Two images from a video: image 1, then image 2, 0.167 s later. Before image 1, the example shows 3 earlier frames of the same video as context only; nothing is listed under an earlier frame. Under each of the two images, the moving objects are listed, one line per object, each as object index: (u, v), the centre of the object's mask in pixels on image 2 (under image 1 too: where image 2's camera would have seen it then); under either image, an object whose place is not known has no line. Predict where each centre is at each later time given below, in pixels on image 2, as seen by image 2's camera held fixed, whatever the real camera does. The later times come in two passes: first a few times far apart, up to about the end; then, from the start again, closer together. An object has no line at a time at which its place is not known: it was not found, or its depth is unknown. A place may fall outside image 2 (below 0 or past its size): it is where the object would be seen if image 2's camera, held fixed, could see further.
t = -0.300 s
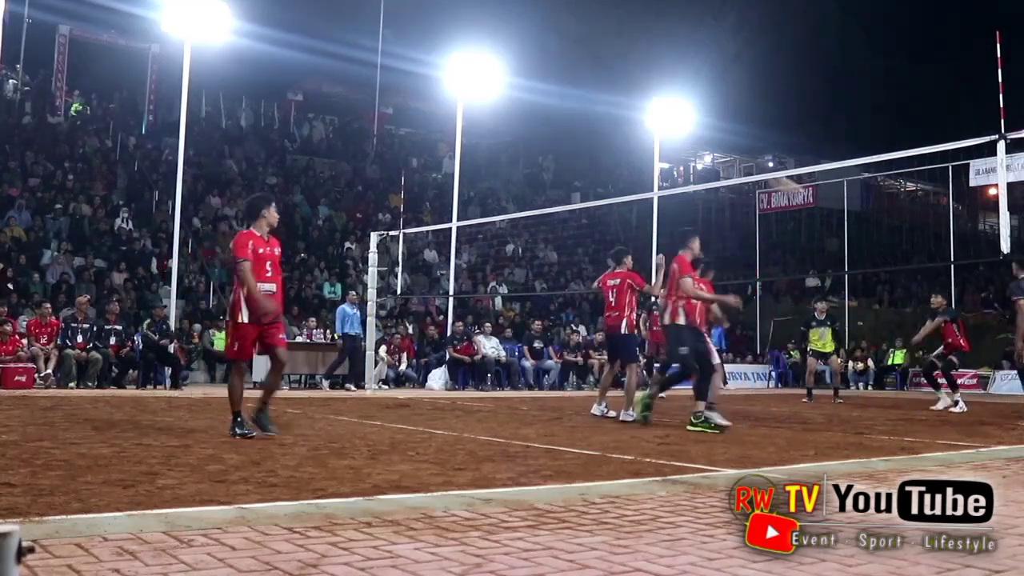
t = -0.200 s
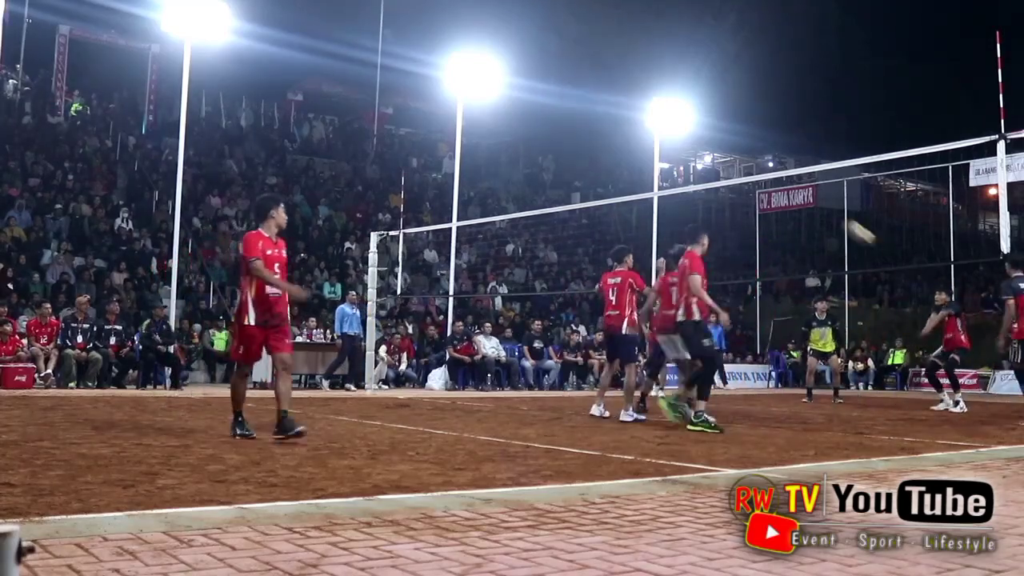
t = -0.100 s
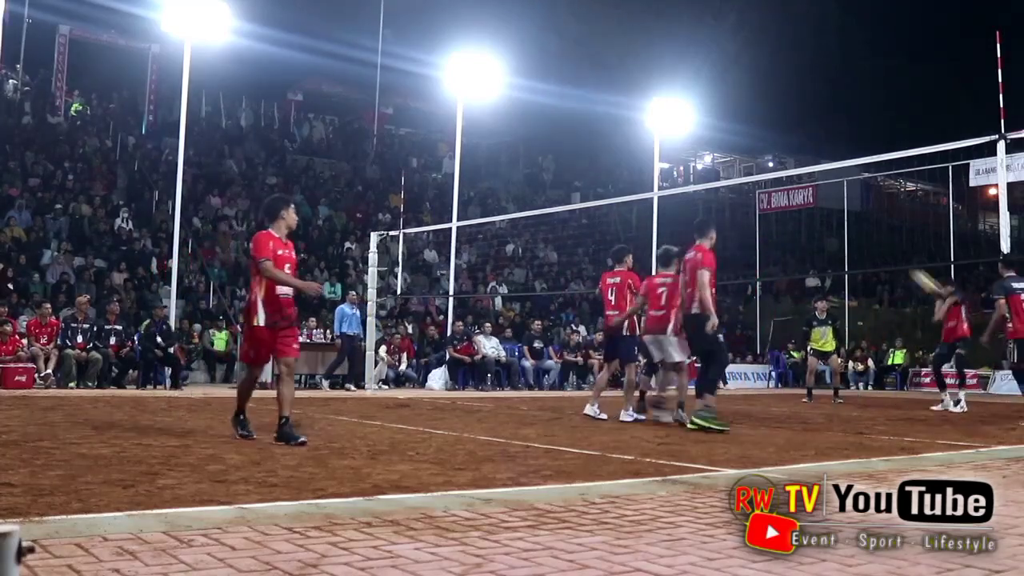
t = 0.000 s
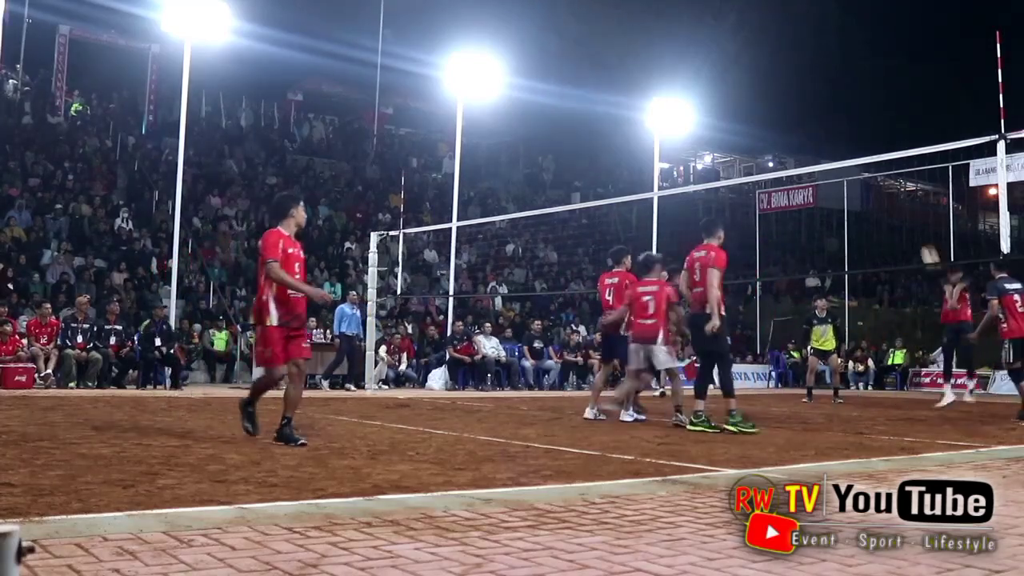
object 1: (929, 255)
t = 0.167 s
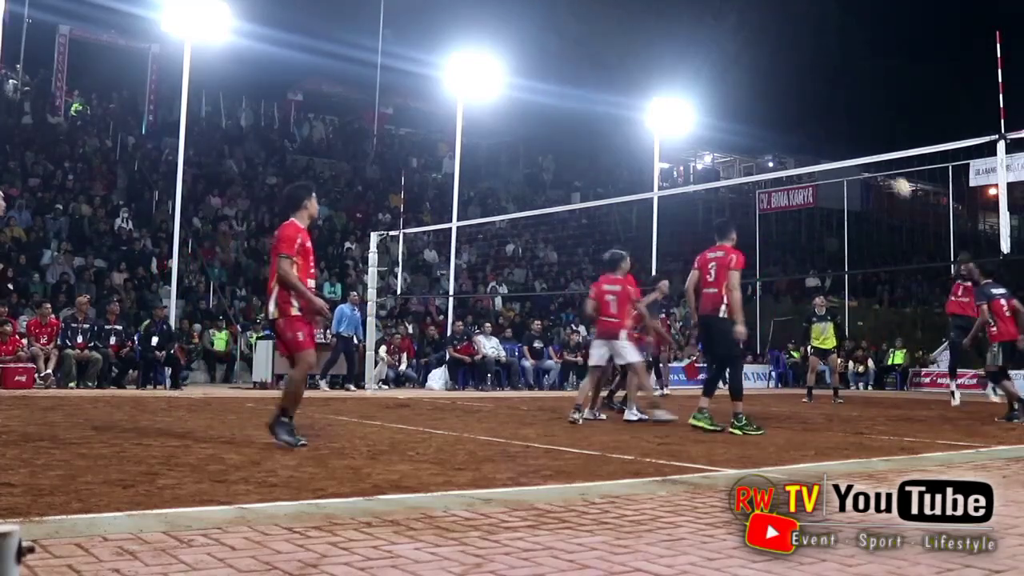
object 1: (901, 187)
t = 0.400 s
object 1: (862, 127)
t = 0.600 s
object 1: (832, 106)
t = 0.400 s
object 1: (862, 127)
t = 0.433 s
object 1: (857, 121)
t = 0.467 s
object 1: (852, 117)
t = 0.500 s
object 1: (847, 113)
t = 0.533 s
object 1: (842, 110)
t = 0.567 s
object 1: (837, 107)
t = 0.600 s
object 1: (832, 106)
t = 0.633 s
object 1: (826, 106)
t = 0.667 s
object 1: (822, 106)
